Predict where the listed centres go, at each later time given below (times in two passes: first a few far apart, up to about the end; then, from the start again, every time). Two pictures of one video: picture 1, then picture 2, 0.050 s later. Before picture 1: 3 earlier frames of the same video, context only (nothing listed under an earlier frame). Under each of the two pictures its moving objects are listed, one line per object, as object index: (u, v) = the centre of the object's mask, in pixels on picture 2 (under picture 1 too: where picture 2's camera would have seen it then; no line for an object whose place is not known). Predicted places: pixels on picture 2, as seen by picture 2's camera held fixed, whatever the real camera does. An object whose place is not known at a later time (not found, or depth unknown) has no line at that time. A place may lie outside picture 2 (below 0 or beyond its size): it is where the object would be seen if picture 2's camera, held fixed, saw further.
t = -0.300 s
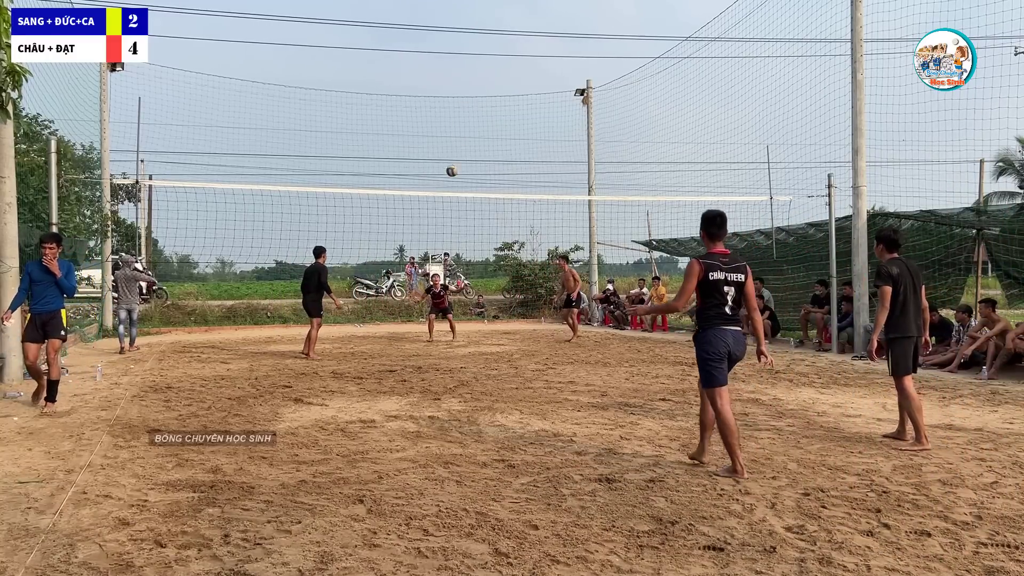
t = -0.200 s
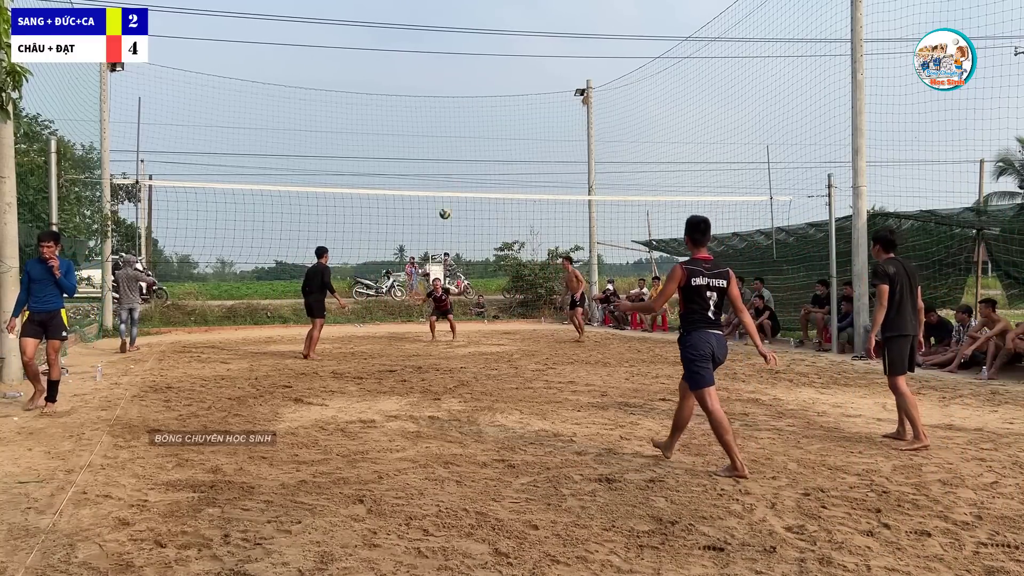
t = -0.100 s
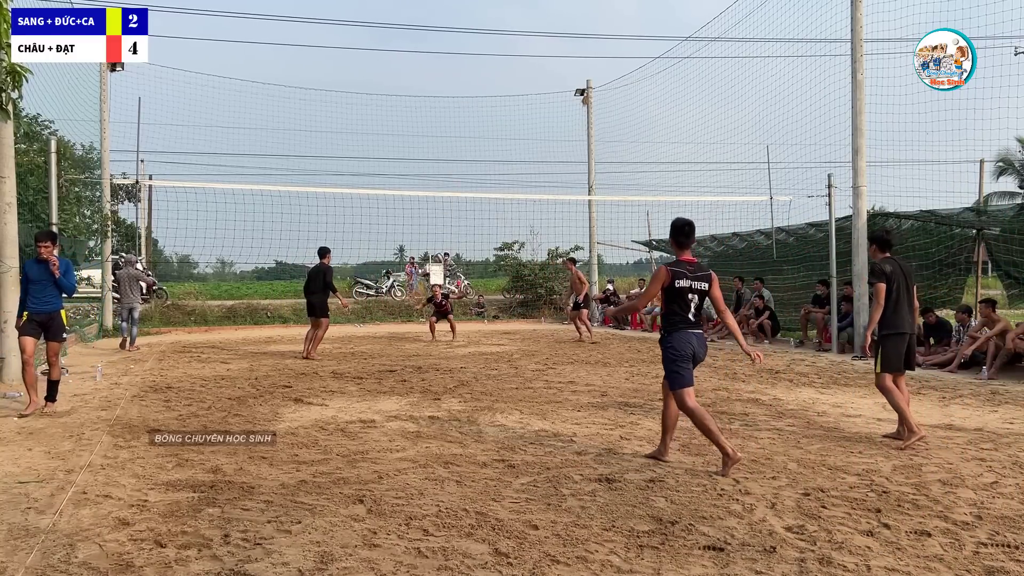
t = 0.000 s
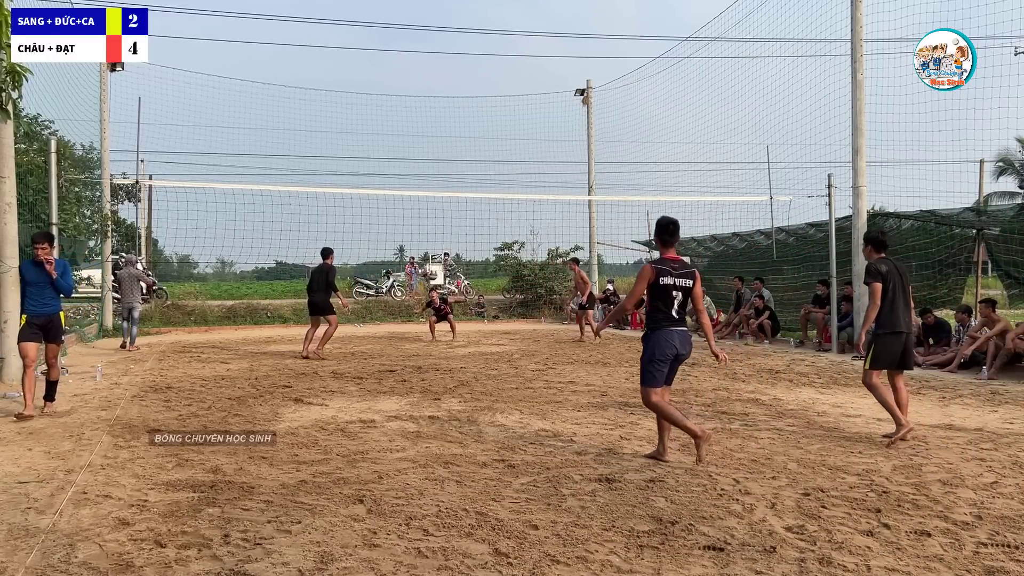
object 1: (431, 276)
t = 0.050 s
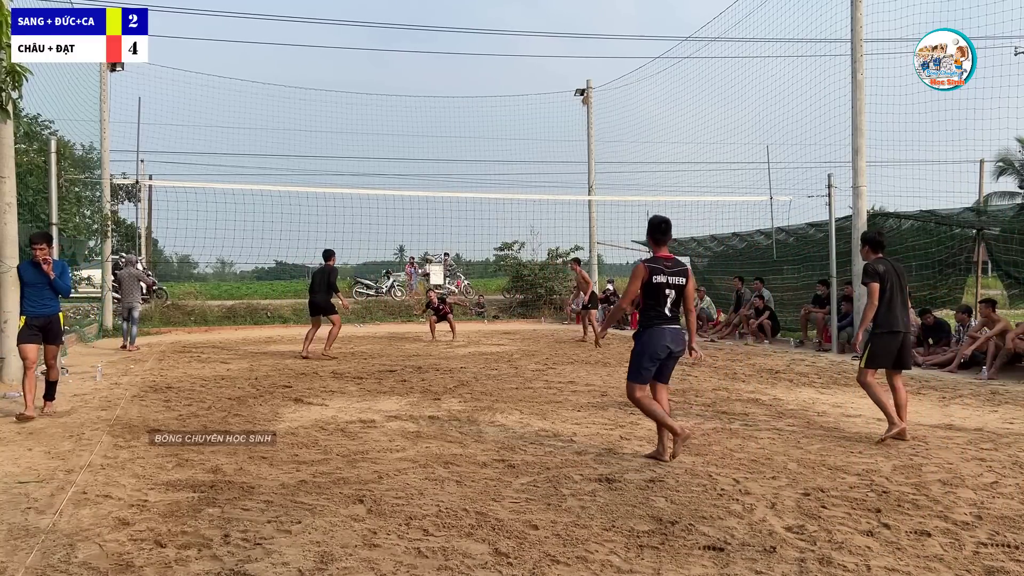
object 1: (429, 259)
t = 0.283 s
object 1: (417, 199)
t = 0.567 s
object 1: (402, 158)
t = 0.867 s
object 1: (388, 161)
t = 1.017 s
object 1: (380, 180)
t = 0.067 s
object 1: (429, 253)
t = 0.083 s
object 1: (427, 249)
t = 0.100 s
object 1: (427, 244)
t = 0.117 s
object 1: (426, 239)
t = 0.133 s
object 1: (425, 234)
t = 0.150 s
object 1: (424, 229)
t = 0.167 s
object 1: (423, 225)
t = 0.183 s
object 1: (422, 220)
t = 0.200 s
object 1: (422, 216)
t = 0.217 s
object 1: (421, 212)
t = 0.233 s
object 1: (420, 209)
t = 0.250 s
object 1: (419, 205)
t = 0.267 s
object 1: (418, 201)
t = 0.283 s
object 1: (417, 199)
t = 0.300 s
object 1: (416, 197)
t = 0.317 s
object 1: (415, 189)
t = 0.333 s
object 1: (414, 187)
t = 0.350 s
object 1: (414, 185)
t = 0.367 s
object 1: (413, 182)
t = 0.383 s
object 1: (412, 179)
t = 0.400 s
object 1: (411, 176)
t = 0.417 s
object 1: (410, 174)
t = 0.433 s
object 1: (409, 172)
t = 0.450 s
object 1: (409, 169)
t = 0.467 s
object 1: (408, 168)
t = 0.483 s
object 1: (407, 165)
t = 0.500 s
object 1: (406, 164)
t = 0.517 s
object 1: (405, 163)
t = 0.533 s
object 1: (404, 161)
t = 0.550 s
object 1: (403, 159)
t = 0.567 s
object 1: (402, 158)
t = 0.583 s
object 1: (402, 157)
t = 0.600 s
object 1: (401, 156)
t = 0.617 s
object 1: (400, 156)
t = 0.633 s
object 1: (399, 155)
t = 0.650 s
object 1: (398, 154)
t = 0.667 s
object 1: (398, 154)
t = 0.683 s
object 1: (397, 154)
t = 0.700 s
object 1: (396, 154)
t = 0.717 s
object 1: (395, 154)
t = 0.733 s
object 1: (394, 154)
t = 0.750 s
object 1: (393, 154)
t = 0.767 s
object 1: (393, 155)
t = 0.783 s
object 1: (392, 155)
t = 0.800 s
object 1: (391, 156)
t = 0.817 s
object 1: (390, 157)
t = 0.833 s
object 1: (389, 158)
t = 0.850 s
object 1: (388, 160)
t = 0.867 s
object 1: (388, 161)
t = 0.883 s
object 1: (387, 162)
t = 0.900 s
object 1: (386, 164)
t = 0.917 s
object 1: (385, 166)
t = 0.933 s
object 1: (384, 168)
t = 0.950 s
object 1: (384, 170)
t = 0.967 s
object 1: (383, 172)
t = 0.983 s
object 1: (382, 175)
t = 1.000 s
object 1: (381, 178)
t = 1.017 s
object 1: (380, 180)
